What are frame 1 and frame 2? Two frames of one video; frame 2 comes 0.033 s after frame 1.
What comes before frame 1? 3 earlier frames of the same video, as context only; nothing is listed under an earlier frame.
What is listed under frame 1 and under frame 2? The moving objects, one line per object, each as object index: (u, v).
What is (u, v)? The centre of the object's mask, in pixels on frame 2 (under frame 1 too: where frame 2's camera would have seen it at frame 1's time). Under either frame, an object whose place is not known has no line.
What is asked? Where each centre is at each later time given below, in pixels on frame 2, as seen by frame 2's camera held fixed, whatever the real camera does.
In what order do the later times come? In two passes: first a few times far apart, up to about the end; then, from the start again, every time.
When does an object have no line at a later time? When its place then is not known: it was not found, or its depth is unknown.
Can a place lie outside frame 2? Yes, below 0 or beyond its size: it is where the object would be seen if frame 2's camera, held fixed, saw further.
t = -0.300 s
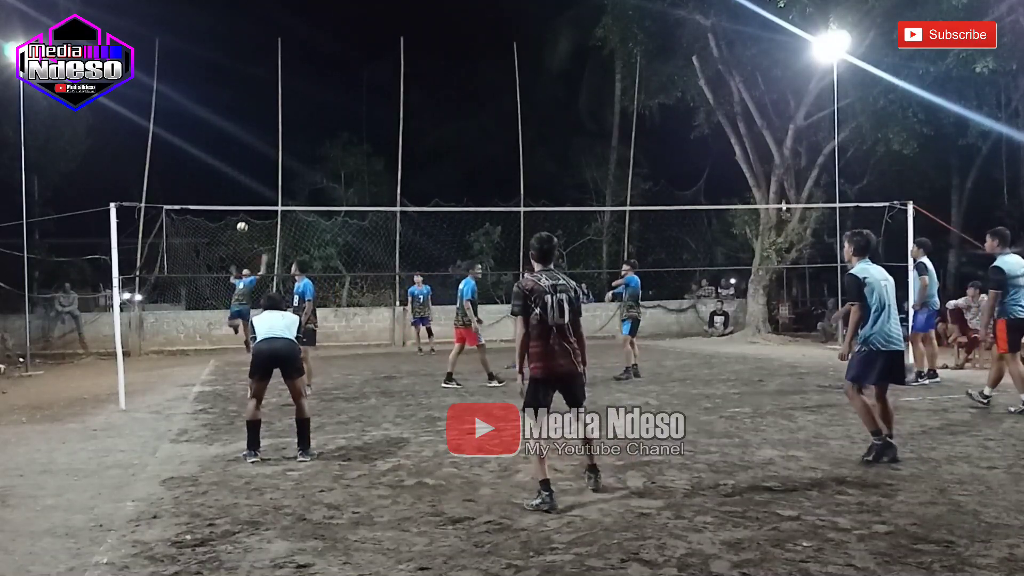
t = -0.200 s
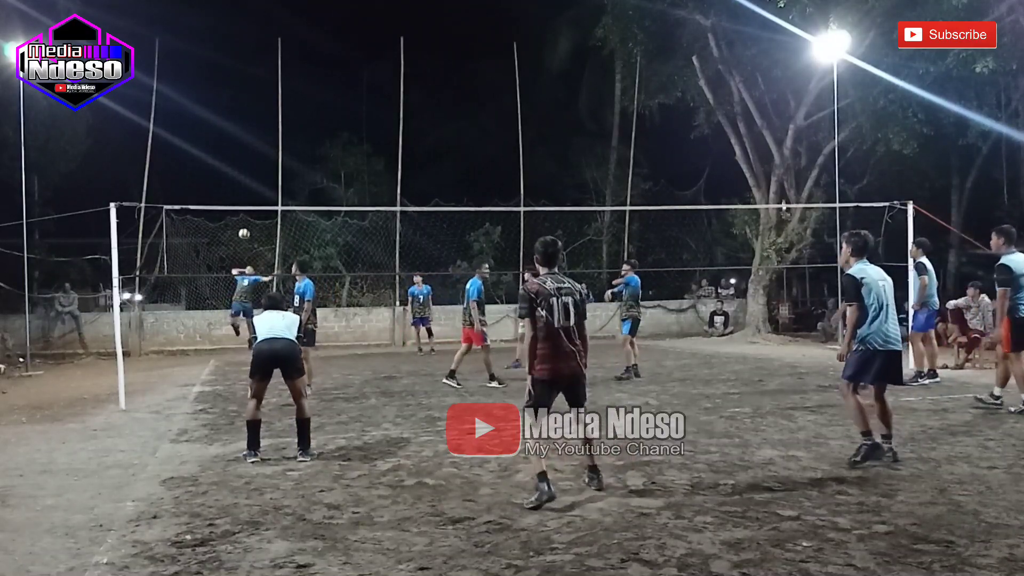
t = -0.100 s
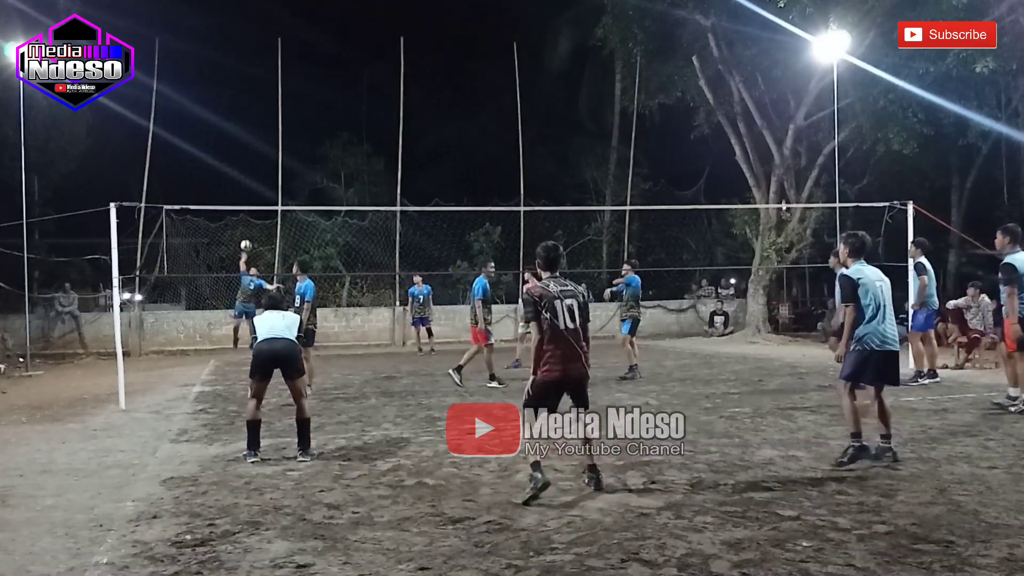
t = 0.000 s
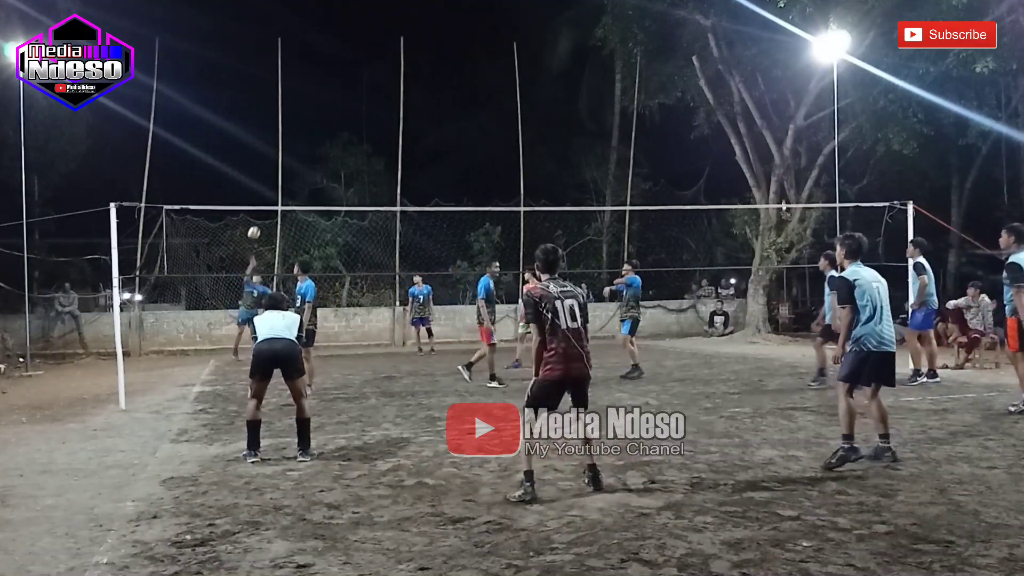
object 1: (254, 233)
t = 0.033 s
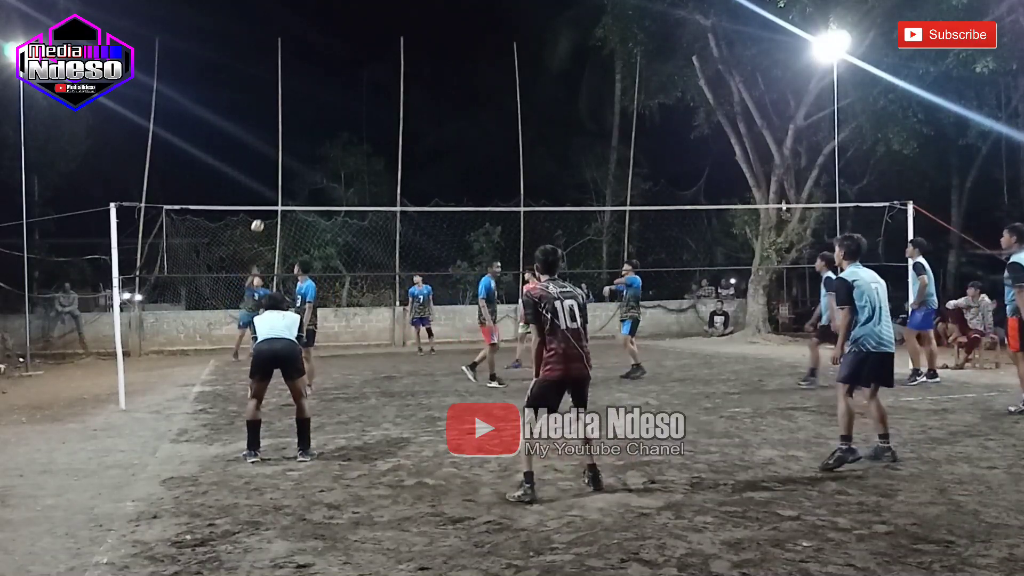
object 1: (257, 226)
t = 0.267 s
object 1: (287, 186)
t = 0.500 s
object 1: (325, 164)
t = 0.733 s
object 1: (393, 166)
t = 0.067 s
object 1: (261, 219)
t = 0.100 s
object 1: (265, 214)
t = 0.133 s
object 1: (269, 207)
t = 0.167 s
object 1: (273, 201)
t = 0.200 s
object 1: (278, 196)
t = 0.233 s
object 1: (282, 191)
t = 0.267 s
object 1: (287, 186)
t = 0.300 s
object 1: (291, 182)
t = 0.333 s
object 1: (296, 178)
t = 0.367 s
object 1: (301, 174)
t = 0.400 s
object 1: (306, 171)
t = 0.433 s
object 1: (312, 169)
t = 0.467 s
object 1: (319, 166)
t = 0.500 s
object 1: (325, 164)
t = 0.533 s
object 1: (333, 163)
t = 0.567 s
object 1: (341, 161)
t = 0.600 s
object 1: (349, 161)
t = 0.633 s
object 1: (359, 161)
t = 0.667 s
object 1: (369, 162)
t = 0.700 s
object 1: (381, 164)
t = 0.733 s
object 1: (393, 166)
